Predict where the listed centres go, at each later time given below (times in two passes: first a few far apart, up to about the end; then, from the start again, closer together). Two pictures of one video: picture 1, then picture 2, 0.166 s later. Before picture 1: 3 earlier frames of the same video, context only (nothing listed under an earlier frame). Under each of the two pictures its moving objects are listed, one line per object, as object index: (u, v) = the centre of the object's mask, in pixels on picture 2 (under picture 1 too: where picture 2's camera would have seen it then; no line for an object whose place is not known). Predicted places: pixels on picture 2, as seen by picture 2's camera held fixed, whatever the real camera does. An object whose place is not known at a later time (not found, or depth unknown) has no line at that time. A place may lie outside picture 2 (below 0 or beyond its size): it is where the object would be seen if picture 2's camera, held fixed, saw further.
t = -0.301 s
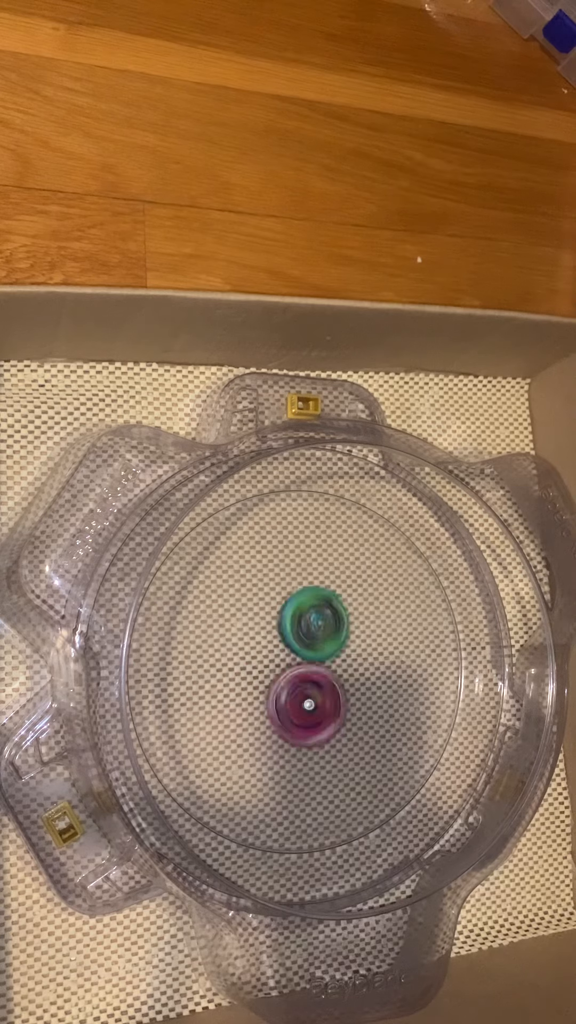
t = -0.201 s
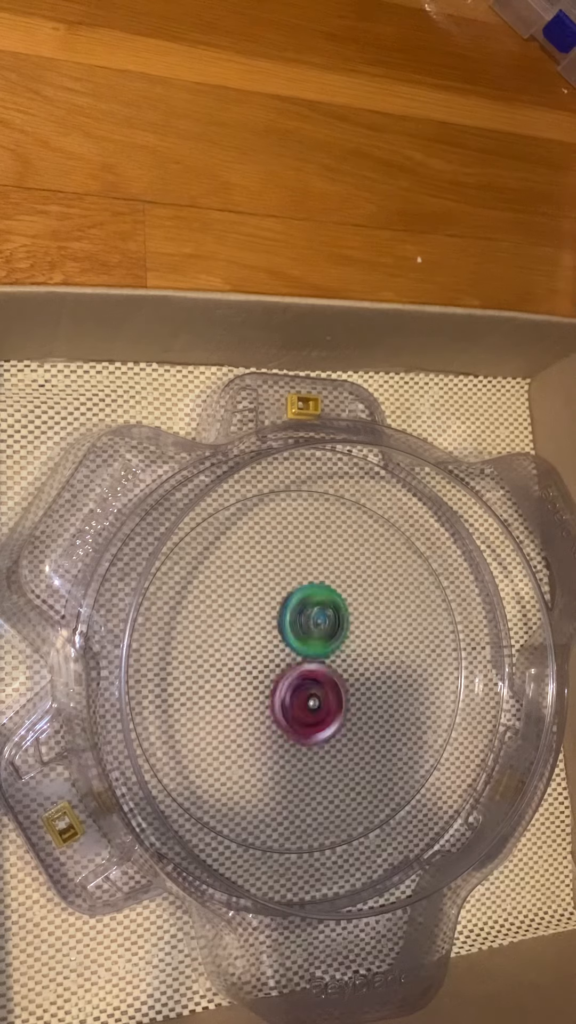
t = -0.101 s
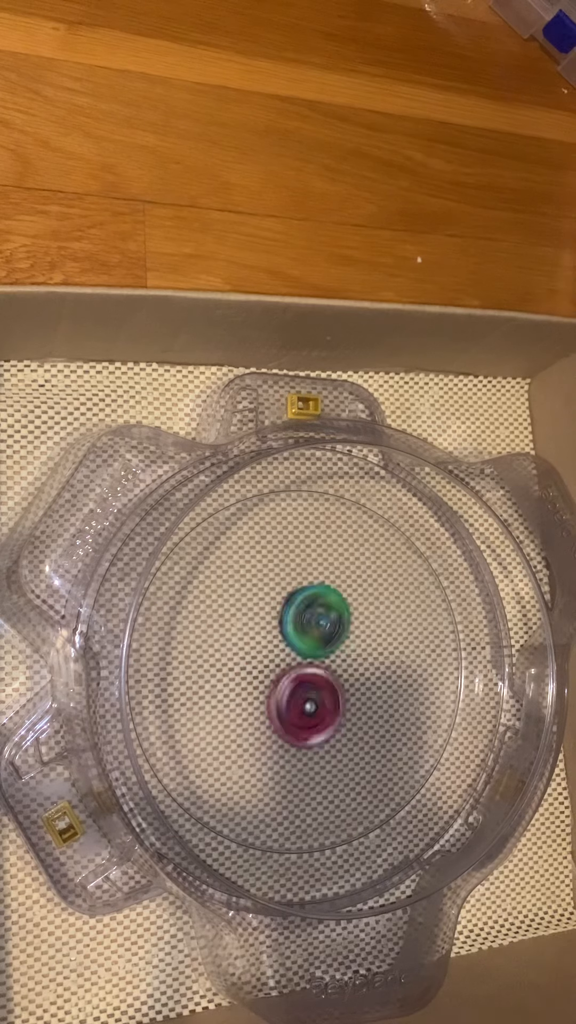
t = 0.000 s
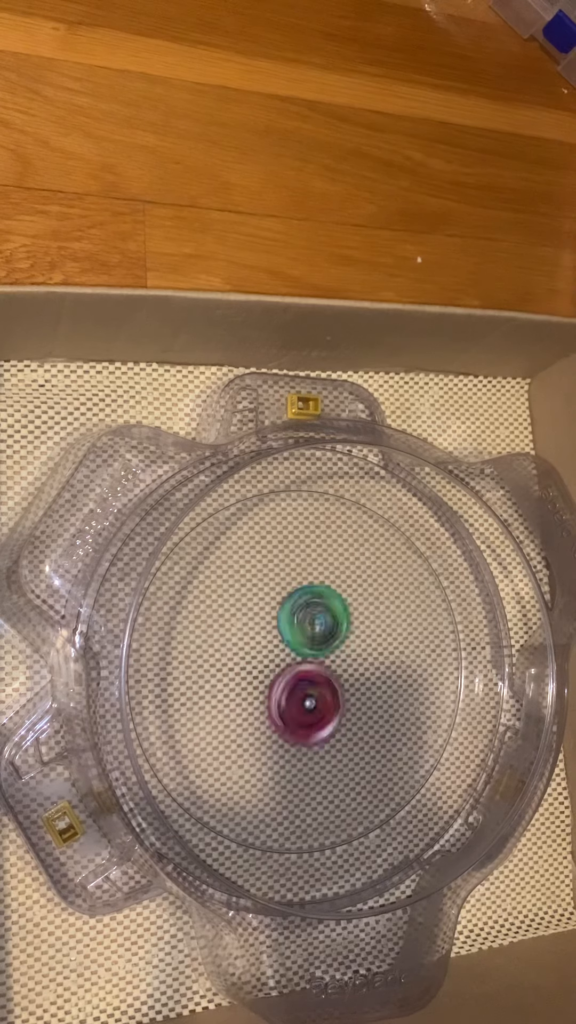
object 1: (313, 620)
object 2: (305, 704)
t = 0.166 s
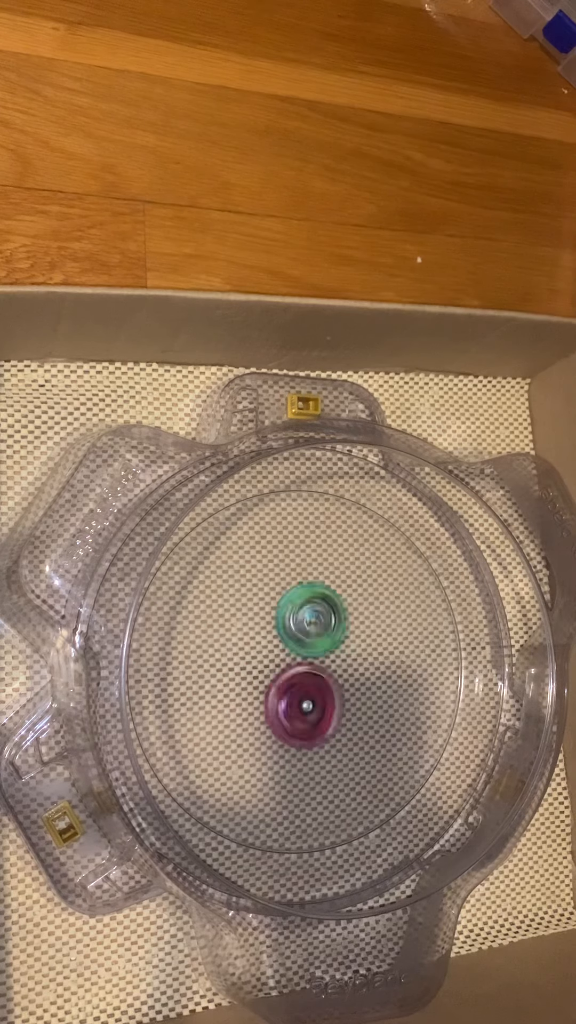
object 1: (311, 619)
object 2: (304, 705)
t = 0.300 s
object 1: (310, 620)
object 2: (303, 708)
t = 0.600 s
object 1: (297, 624)
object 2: (294, 707)
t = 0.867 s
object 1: (288, 617)
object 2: (301, 696)
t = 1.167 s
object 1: (287, 612)
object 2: (316, 705)
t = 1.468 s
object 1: (293, 626)
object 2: (338, 703)
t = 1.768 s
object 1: (286, 635)
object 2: (346, 698)
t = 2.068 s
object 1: (275, 643)
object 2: (329, 701)
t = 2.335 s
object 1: (277, 642)
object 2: (330, 715)
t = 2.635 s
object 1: (289, 632)
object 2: (332, 699)
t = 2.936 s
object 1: (286, 631)
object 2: (331, 713)
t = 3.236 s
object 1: (306, 621)
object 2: (328, 715)
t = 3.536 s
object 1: (307, 622)
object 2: (328, 702)
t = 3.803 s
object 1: (298, 622)
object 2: (325, 696)
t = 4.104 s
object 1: (296, 625)
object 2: (316, 699)
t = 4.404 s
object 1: (294, 626)
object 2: (315, 697)
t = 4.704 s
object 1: (294, 626)
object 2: (315, 697)
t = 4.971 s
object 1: (294, 626)
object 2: (314, 698)
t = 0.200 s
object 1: (312, 619)
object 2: (304, 706)
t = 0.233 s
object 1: (312, 620)
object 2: (304, 706)
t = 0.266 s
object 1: (310, 622)
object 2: (303, 705)
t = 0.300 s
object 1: (310, 620)
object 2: (303, 708)
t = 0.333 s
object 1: (310, 619)
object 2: (303, 708)
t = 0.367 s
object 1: (308, 621)
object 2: (301, 708)
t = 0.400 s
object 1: (307, 621)
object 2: (299, 710)
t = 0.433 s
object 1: (305, 620)
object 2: (298, 712)
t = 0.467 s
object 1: (304, 619)
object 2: (299, 712)
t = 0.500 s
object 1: (303, 620)
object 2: (300, 711)
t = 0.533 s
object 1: (302, 622)
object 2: (299, 709)
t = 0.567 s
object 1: (300, 622)
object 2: (297, 707)
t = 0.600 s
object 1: (297, 624)
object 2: (294, 707)
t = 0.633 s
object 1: (296, 624)
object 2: (295, 707)
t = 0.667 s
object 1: (294, 622)
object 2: (296, 704)
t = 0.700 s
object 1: (292, 620)
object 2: (297, 703)
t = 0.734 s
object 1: (290, 619)
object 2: (297, 701)
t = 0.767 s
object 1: (289, 618)
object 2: (297, 701)
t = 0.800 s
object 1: (290, 616)
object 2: (297, 698)
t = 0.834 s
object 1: (289, 617)
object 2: (298, 698)
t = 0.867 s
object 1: (288, 617)
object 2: (301, 696)
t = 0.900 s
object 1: (287, 611)
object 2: (304, 700)
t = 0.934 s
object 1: (287, 608)
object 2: (307, 702)
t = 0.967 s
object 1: (286, 605)
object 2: (308, 704)
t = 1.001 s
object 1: (285, 603)
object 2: (310, 708)
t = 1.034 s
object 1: (286, 603)
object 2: (312, 707)
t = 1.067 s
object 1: (287, 605)
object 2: (315, 708)
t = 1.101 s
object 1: (287, 608)
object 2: (316, 708)
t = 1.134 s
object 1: (287, 611)
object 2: (317, 708)
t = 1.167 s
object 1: (287, 612)
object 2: (316, 705)
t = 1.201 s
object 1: (289, 616)
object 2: (316, 704)
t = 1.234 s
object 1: (291, 621)
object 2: (320, 700)
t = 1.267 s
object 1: (292, 623)
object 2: (322, 697)
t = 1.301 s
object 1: (292, 622)
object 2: (325, 697)
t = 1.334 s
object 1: (292, 619)
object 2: (329, 700)
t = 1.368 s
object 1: (292, 619)
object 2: (332, 700)
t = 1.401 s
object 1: (293, 620)
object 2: (335, 700)
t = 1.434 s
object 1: (293, 624)
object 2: (336, 700)
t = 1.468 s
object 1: (293, 626)
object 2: (338, 703)
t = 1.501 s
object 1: (292, 627)
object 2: (341, 704)
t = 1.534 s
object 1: (292, 627)
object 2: (344, 702)
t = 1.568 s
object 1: (292, 628)
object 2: (343, 698)
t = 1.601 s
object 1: (292, 629)
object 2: (341, 698)
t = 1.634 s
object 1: (293, 632)
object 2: (340, 698)
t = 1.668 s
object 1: (292, 635)
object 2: (340, 695)
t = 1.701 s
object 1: (289, 634)
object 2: (344, 696)
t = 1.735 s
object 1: (287, 632)
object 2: (346, 698)
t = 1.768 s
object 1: (286, 635)
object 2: (346, 698)
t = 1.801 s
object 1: (284, 637)
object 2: (344, 703)
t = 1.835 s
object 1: (283, 637)
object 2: (344, 704)
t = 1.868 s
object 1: (281, 638)
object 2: (343, 704)
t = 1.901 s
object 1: (280, 637)
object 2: (342, 704)
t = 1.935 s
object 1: (278, 636)
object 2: (338, 703)
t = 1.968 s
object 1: (278, 638)
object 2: (336, 704)
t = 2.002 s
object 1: (278, 642)
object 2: (332, 702)
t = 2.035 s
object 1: (276, 644)
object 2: (329, 701)
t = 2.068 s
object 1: (275, 643)
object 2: (329, 701)
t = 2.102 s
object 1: (272, 638)
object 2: (332, 704)
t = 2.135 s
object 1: (271, 636)
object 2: (333, 709)
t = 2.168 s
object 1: (270, 637)
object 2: (332, 713)
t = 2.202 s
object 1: (268, 638)
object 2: (331, 717)
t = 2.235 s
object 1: (269, 637)
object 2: (333, 718)
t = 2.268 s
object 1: (272, 638)
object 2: (333, 719)
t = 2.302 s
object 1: (275, 641)
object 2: (333, 718)
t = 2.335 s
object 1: (277, 642)
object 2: (330, 715)
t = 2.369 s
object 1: (280, 642)
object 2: (327, 715)
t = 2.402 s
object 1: (283, 640)
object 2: (327, 713)
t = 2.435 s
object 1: (285, 639)
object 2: (327, 708)
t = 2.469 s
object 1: (286, 637)
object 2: (330, 708)
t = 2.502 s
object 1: (287, 635)
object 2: (330, 705)
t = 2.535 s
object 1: (289, 633)
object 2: (330, 701)
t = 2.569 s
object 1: (289, 631)
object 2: (328, 702)
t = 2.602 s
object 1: (289, 631)
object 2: (329, 702)
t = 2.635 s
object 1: (289, 632)
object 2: (332, 699)
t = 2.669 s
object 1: (288, 632)
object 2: (333, 694)
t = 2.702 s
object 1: (286, 626)
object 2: (336, 696)
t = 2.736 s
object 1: (284, 622)
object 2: (338, 698)
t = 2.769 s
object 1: (283, 619)
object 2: (340, 703)
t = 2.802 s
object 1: (283, 619)
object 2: (343, 710)
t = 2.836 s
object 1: (282, 624)
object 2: (344, 715)
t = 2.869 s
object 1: (282, 627)
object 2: (342, 715)
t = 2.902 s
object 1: (283, 630)
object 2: (336, 714)
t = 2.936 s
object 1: (286, 631)
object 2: (331, 713)
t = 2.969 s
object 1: (290, 633)
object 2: (329, 712)
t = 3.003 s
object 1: (295, 635)
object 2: (327, 710)
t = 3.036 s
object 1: (299, 637)
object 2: (328, 706)
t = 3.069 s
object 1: (302, 636)
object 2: (329, 707)
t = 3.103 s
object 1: (305, 635)
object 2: (329, 708)
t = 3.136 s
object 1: (307, 634)
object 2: (330, 708)
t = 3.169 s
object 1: (307, 630)
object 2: (329, 711)
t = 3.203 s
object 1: (306, 626)
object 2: (329, 715)
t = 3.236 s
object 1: (306, 621)
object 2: (328, 715)
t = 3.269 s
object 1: (307, 621)
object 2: (329, 716)
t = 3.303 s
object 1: (308, 623)
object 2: (329, 715)
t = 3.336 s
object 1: (308, 625)
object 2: (330, 712)
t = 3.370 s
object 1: (308, 626)
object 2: (328, 709)
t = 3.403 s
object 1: (307, 627)
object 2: (326, 706)
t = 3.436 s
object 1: (306, 627)
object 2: (325, 704)
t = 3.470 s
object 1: (306, 624)
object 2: (326, 702)
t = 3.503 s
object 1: (306, 622)
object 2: (327, 703)
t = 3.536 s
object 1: (307, 622)
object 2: (328, 702)
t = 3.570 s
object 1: (307, 623)
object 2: (327, 702)
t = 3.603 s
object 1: (305, 625)
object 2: (326, 703)
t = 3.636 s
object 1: (304, 628)
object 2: (325, 702)
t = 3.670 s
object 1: (304, 628)
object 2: (324, 700)
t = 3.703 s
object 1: (303, 626)
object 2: (324, 700)
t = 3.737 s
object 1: (301, 624)
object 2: (323, 699)
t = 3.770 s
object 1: (298, 623)
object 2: (324, 697)
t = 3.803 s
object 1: (298, 622)
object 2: (325, 696)
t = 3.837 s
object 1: (298, 623)
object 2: (326, 696)
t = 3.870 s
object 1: (298, 624)
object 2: (327, 696)
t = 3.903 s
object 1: (298, 625)
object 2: (327, 697)
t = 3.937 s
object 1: (298, 625)
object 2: (326, 697)
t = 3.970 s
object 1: (298, 626)
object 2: (325, 697)
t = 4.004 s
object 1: (297, 626)
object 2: (322, 697)
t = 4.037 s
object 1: (297, 625)
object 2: (320, 699)
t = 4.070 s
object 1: (297, 625)
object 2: (318, 699)
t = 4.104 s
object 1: (296, 625)
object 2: (316, 699)
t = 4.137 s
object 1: (295, 625)
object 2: (313, 698)
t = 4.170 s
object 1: (295, 626)
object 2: (313, 699)
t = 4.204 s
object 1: (294, 626)
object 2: (313, 699)
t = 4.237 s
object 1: (294, 626)
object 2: (314, 699)
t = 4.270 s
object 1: (294, 626)
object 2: (315, 698)
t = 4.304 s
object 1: (294, 626)
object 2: (315, 698)
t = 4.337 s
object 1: (294, 626)
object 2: (315, 697)
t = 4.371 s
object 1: (294, 626)
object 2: (315, 697)
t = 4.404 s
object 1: (294, 626)
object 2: (315, 697)
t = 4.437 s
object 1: (294, 626)
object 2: (315, 697)
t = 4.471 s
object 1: (294, 626)
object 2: (315, 697)
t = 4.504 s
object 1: (294, 626)
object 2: (315, 697)
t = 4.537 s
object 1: (294, 626)
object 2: (315, 697)
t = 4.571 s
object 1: (294, 626)
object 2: (315, 697)
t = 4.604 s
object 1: (294, 626)
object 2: (315, 697)
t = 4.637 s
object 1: (294, 626)
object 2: (315, 697)
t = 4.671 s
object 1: (294, 626)
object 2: (315, 697)
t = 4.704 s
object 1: (294, 626)
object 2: (315, 697)
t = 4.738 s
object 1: (294, 626)
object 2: (315, 697)
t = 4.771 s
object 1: (294, 626)
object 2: (315, 697)
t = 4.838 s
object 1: (294, 626)
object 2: (315, 697)
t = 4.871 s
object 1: (294, 626)
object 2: (315, 697)
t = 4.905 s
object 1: (294, 626)
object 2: (315, 697)
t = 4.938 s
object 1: (294, 626)
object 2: (315, 697)
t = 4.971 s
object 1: (294, 626)
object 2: (314, 698)
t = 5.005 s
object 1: (294, 627)
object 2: (314, 698)
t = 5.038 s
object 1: (293, 627)
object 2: (314, 698)
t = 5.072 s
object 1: (293, 627)
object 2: (314, 698)
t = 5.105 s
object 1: (293, 627)
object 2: (314, 698)
